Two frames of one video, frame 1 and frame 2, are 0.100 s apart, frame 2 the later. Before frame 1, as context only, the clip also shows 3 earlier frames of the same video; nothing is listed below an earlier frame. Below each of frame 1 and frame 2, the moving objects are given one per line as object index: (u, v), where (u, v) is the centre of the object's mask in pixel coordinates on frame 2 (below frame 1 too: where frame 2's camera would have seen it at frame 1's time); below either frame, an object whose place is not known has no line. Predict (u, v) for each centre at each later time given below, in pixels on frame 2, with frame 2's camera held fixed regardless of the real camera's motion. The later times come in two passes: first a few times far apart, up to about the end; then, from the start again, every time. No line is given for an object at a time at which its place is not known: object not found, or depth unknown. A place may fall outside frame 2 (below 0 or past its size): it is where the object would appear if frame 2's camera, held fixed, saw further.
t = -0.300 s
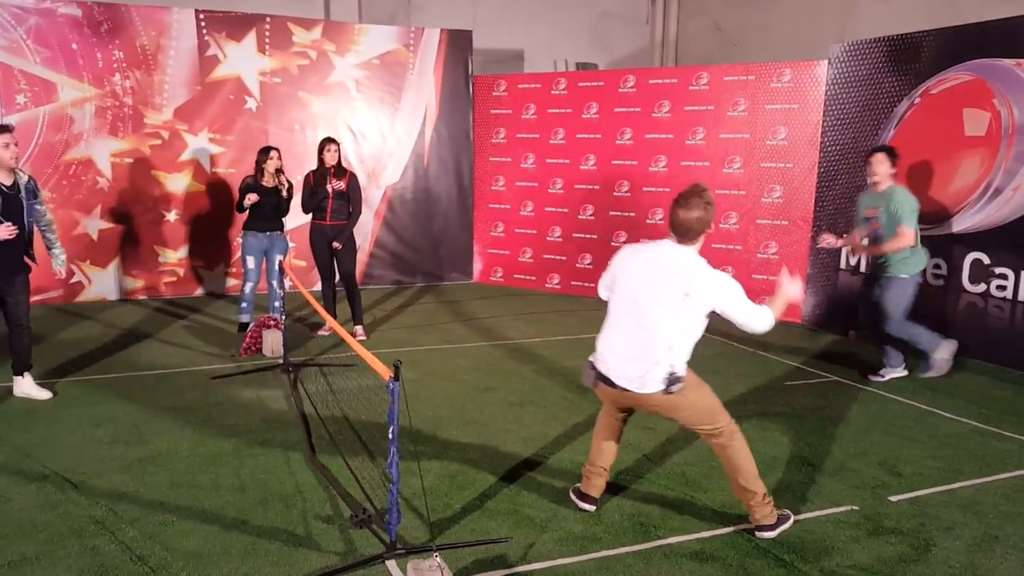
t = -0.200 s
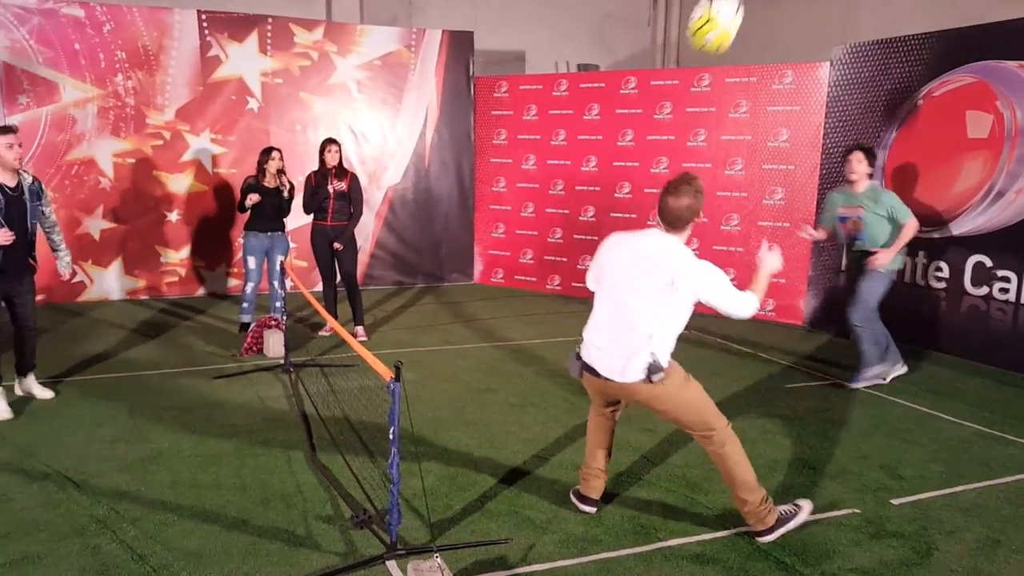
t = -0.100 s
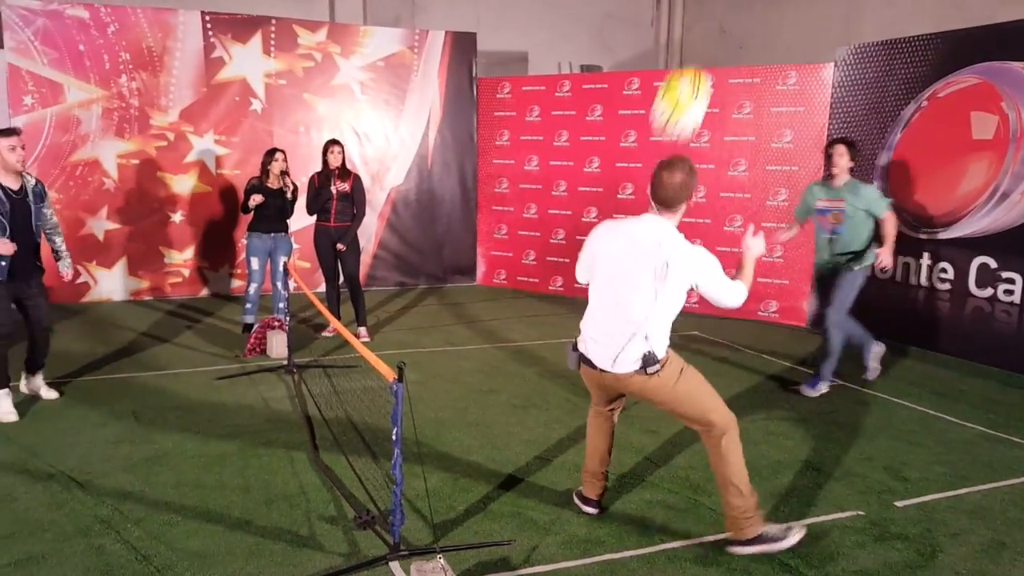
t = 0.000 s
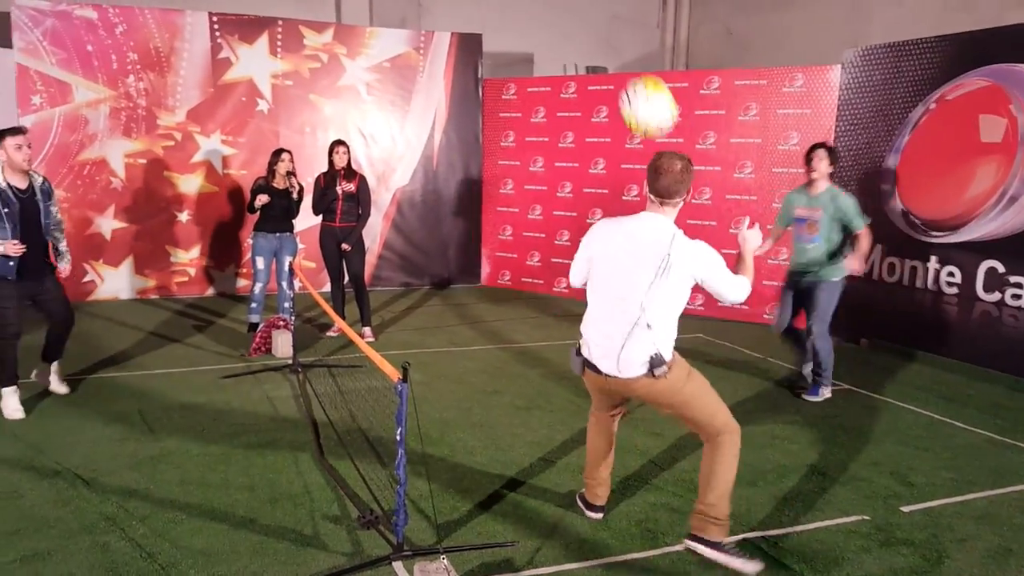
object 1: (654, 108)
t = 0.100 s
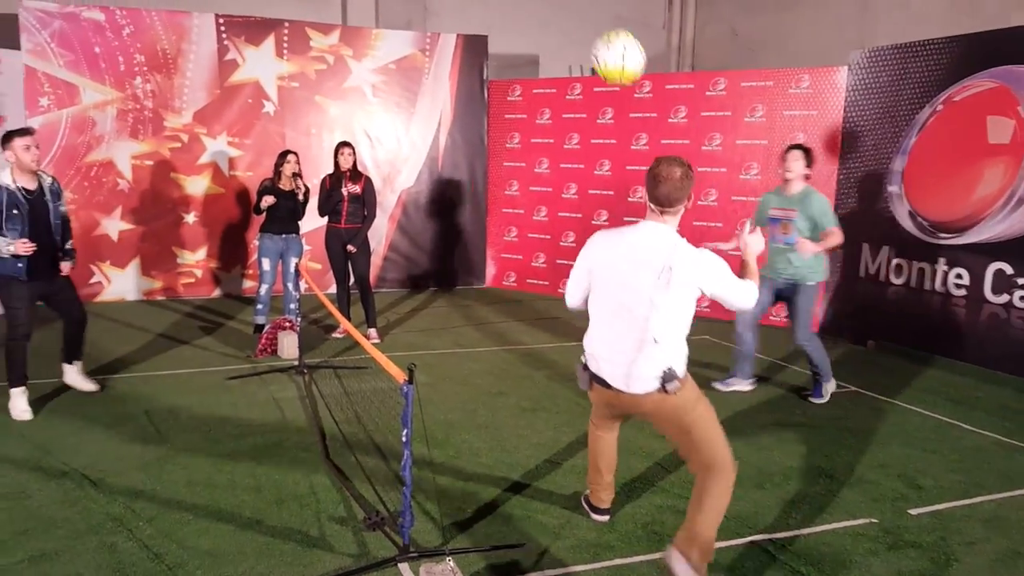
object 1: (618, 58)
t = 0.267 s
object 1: (565, 28)
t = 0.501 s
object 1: (501, 82)
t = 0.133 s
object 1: (607, 47)
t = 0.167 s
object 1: (597, 38)
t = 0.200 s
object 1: (585, 33)
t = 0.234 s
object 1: (575, 29)
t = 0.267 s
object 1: (565, 28)
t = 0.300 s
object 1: (554, 29)
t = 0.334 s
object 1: (545, 33)
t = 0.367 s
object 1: (536, 39)
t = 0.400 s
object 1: (526, 47)
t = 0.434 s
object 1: (518, 57)
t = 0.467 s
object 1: (509, 69)
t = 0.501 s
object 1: (501, 82)
